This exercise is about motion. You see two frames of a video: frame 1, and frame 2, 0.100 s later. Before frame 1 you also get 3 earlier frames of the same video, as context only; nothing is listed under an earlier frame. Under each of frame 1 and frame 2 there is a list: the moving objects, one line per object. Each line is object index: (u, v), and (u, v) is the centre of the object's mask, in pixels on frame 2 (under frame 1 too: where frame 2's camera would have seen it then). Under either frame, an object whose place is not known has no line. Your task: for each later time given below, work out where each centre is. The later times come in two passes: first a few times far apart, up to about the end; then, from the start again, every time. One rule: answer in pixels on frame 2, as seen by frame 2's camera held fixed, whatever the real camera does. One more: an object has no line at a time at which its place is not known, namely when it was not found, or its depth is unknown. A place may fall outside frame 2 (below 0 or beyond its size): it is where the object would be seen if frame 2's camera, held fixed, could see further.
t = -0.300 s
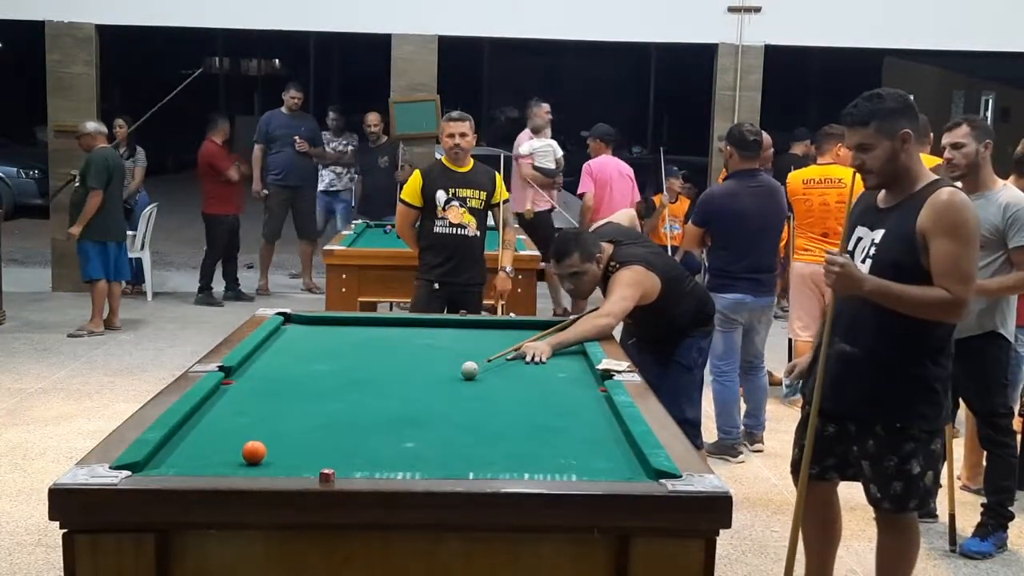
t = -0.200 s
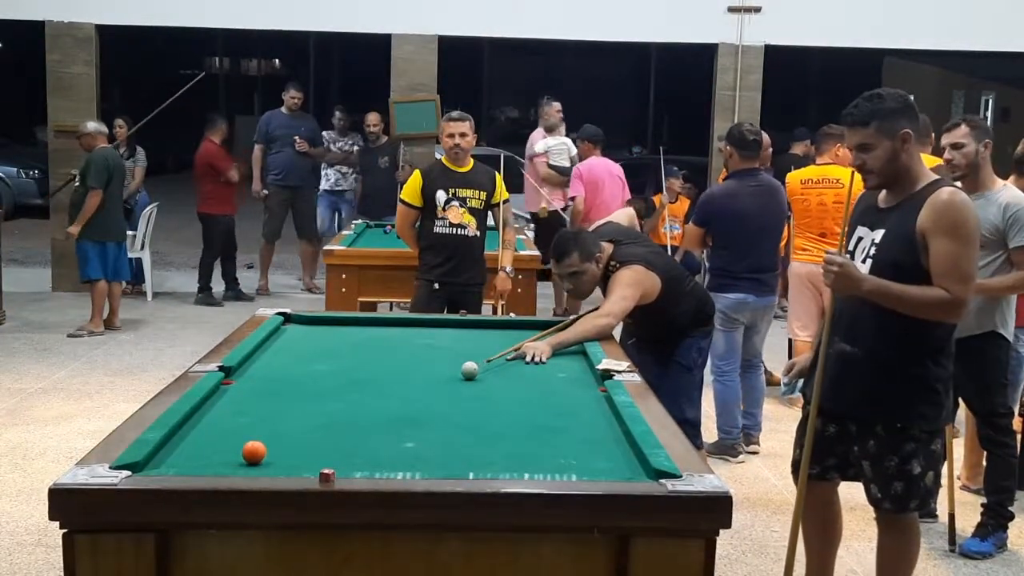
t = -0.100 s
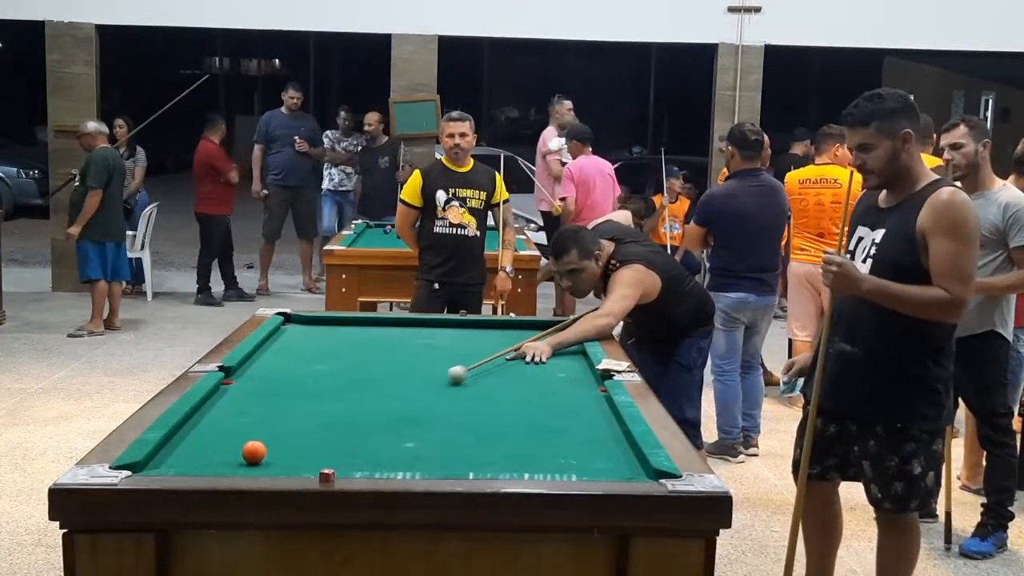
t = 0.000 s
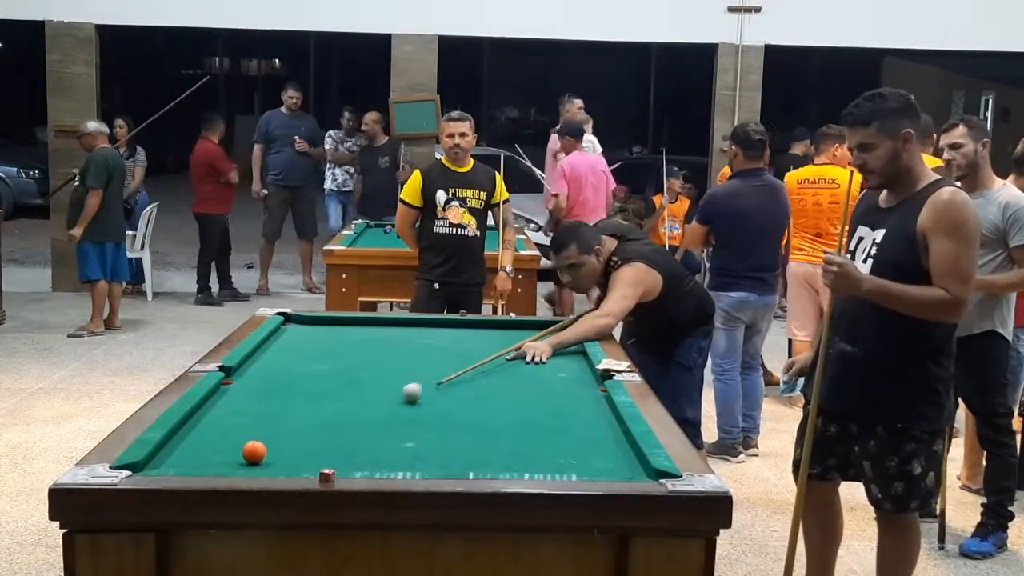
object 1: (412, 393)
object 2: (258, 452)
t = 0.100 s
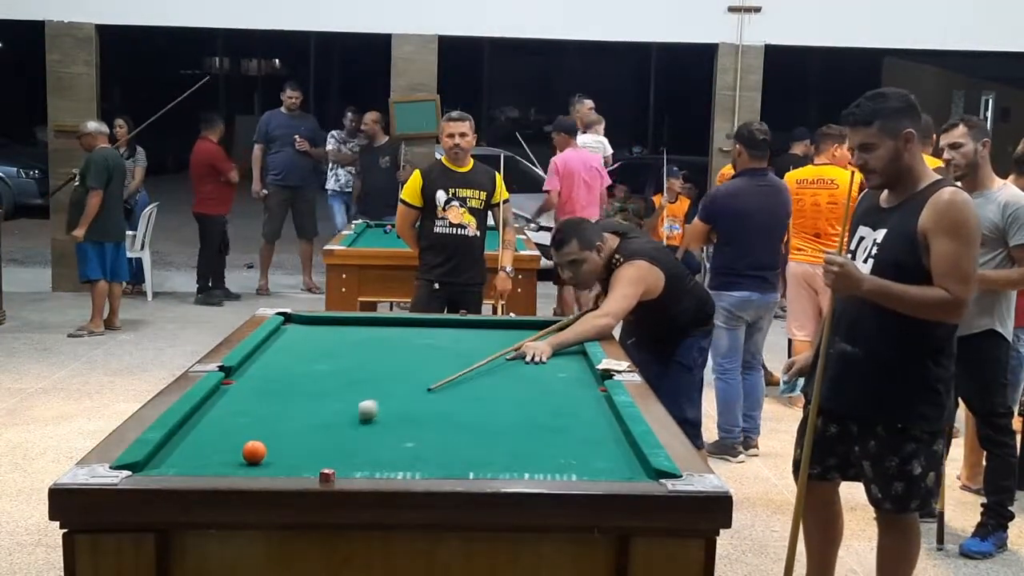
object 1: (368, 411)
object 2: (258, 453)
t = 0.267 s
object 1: (281, 445)
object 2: (258, 452)
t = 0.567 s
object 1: (299, 459)
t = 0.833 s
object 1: (326, 437)
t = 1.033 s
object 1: (343, 421)
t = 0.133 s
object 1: (352, 417)
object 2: (258, 452)
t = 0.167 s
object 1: (335, 424)
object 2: (258, 452)
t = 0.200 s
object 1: (318, 430)
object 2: (258, 452)
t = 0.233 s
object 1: (300, 437)
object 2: (258, 452)
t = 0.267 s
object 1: (281, 445)
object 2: (258, 452)
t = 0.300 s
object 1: (279, 450)
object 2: (240, 455)
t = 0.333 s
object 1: (283, 454)
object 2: (214, 459)
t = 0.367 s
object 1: (286, 457)
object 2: (185, 461)
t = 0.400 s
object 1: (288, 460)
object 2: (160, 463)
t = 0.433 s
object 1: (287, 462)
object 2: (136, 466)
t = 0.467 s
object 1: (287, 466)
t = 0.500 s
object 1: (291, 462)
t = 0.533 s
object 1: (294, 461)
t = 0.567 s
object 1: (299, 459)
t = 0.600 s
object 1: (303, 457)
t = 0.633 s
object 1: (306, 454)
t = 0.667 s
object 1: (310, 452)
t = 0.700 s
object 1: (313, 449)
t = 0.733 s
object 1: (316, 446)
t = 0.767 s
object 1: (319, 443)
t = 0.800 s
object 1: (323, 439)
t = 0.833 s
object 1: (326, 437)
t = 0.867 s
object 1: (329, 434)
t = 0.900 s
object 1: (332, 431)
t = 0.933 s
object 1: (335, 429)
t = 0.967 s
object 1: (338, 427)
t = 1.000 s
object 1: (340, 424)
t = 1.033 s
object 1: (343, 421)
